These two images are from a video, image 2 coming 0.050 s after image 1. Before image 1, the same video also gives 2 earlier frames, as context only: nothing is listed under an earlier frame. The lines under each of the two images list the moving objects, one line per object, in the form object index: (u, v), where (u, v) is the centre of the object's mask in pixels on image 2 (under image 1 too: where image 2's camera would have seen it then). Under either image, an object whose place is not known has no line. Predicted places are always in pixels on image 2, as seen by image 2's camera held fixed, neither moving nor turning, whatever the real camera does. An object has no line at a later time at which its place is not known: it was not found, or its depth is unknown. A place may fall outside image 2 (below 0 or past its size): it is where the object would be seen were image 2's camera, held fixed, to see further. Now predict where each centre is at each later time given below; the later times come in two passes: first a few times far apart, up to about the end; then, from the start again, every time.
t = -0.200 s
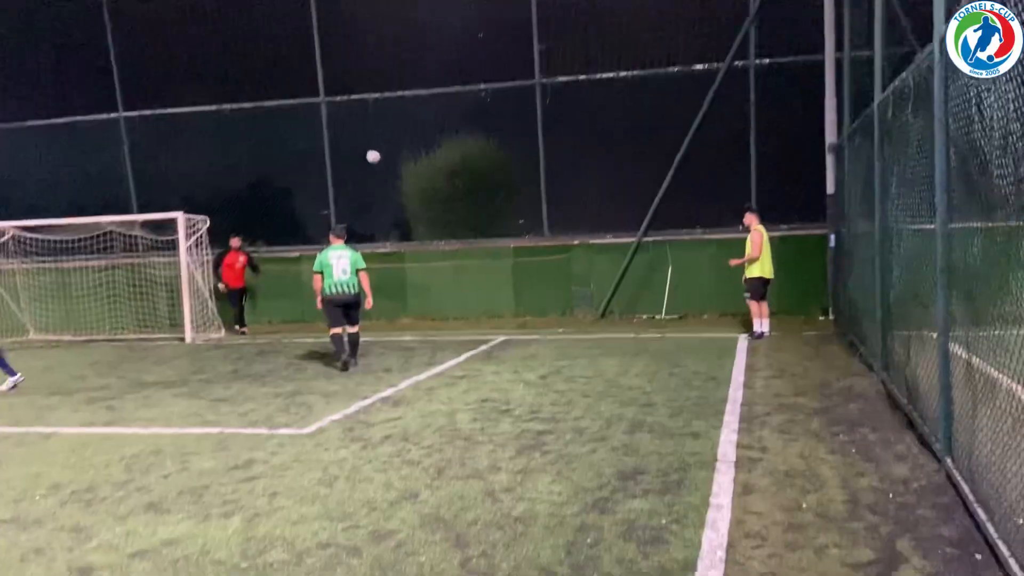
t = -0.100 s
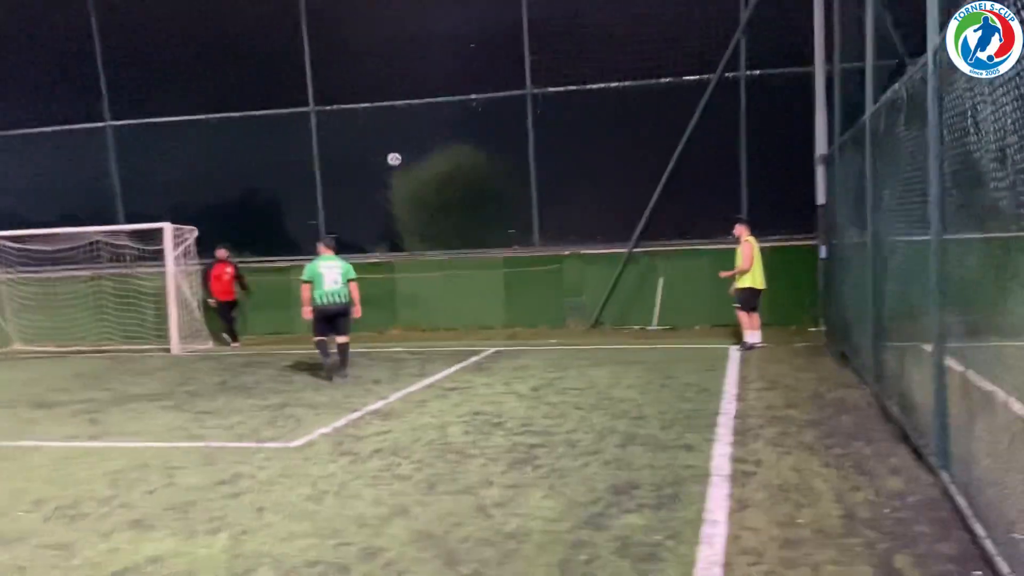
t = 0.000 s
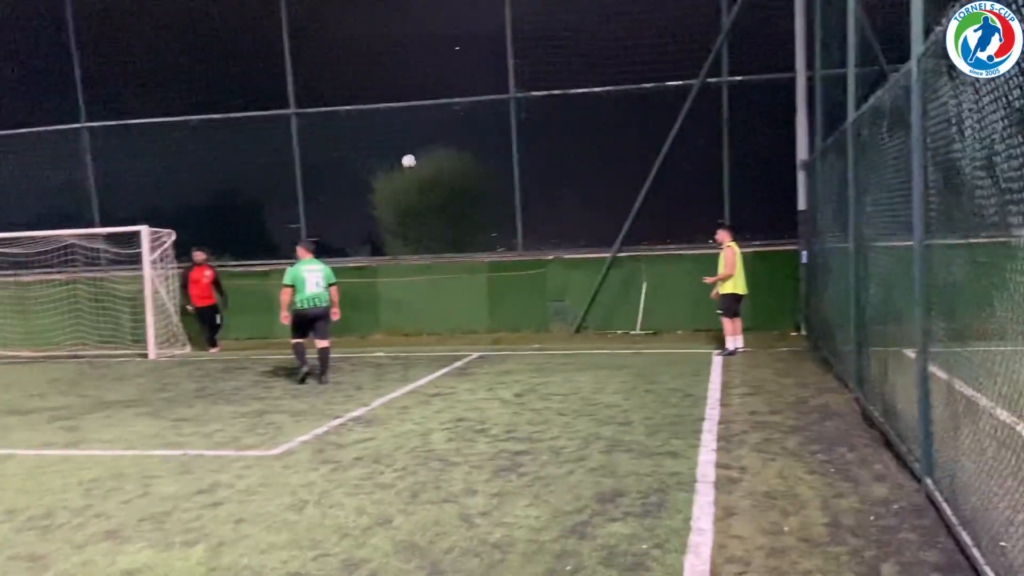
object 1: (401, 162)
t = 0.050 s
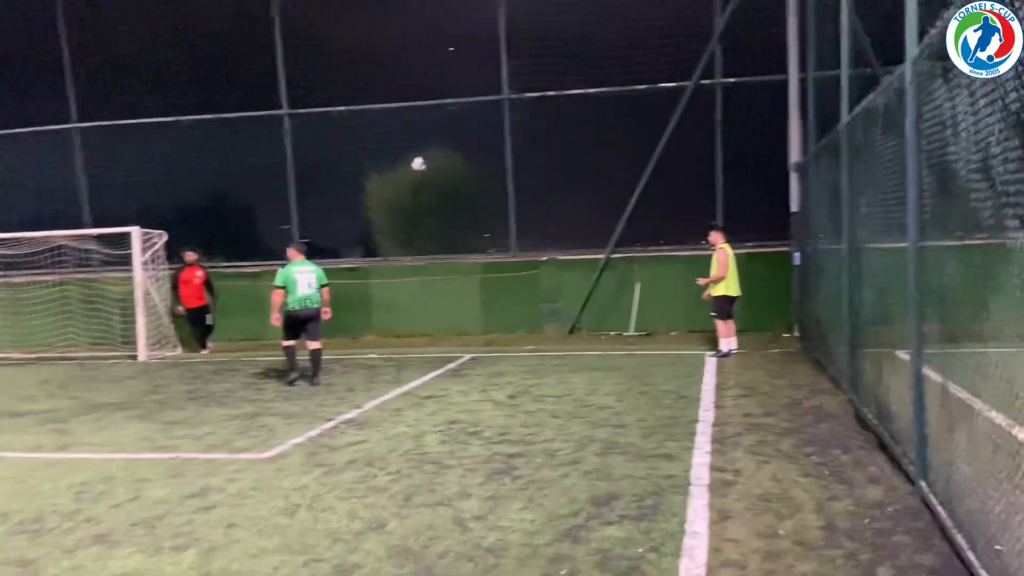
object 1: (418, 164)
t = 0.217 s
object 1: (476, 183)
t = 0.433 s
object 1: (554, 239)
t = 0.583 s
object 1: (609, 298)
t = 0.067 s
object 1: (424, 165)
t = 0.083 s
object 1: (429, 166)
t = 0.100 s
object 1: (435, 168)
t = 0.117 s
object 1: (441, 170)
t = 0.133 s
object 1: (446, 172)
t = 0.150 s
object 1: (452, 174)
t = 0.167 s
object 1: (458, 176)
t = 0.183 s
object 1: (464, 178)
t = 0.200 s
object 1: (470, 180)
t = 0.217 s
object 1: (476, 183)
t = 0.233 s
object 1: (481, 186)
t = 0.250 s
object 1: (487, 190)
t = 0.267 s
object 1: (493, 193)
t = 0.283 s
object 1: (499, 197)
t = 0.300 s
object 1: (505, 201)
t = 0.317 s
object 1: (511, 205)
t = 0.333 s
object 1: (517, 209)
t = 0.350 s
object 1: (523, 214)
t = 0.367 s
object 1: (529, 218)
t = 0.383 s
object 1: (535, 223)
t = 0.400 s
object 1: (541, 228)
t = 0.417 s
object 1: (547, 233)
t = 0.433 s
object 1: (554, 239)
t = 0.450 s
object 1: (559, 244)
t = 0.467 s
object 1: (566, 250)
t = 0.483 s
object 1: (571, 256)
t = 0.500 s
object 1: (578, 263)
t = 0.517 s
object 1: (585, 270)
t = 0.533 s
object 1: (590, 277)
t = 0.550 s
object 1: (597, 285)
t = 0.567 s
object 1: (602, 291)
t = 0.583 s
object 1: (609, 298)
